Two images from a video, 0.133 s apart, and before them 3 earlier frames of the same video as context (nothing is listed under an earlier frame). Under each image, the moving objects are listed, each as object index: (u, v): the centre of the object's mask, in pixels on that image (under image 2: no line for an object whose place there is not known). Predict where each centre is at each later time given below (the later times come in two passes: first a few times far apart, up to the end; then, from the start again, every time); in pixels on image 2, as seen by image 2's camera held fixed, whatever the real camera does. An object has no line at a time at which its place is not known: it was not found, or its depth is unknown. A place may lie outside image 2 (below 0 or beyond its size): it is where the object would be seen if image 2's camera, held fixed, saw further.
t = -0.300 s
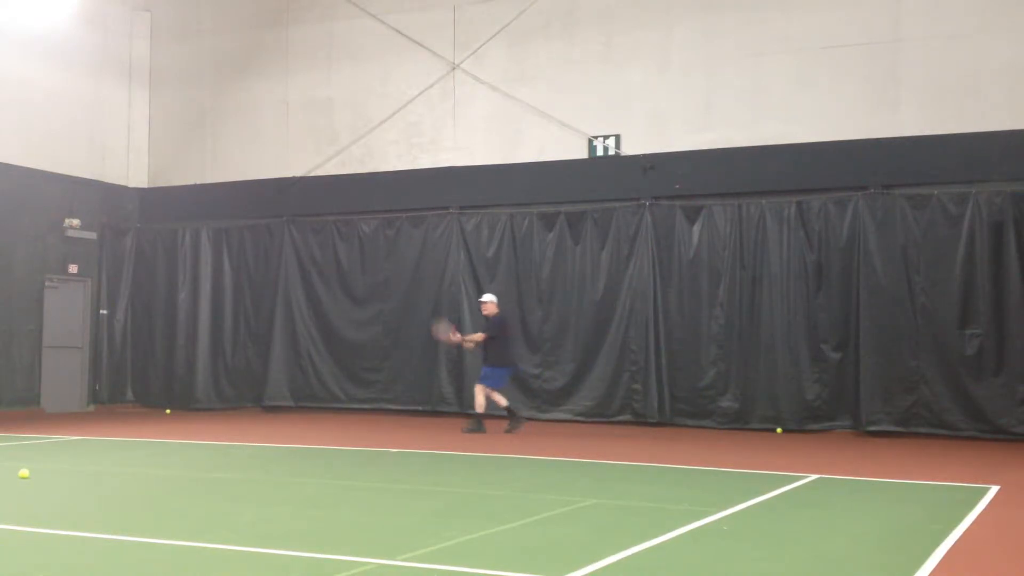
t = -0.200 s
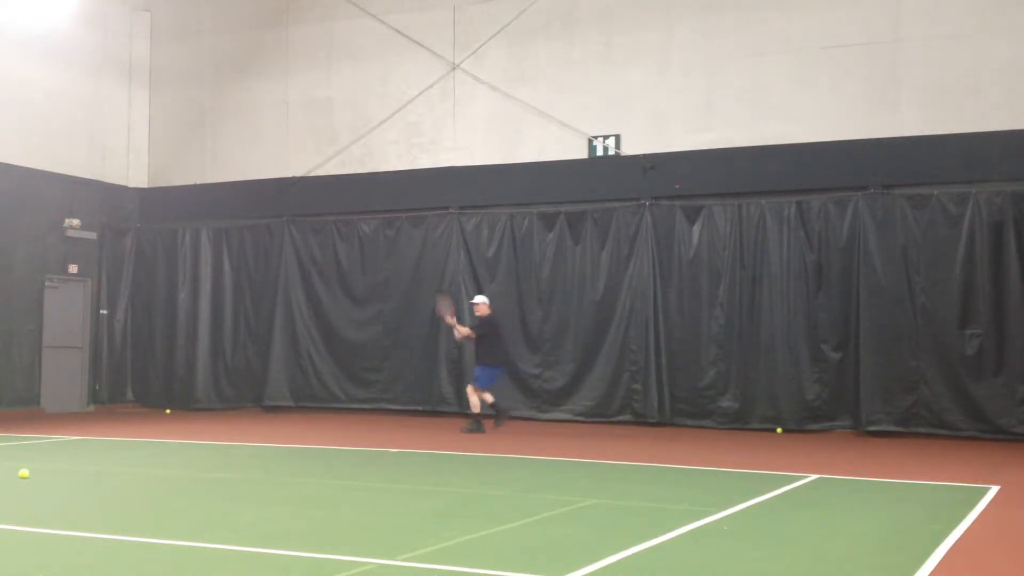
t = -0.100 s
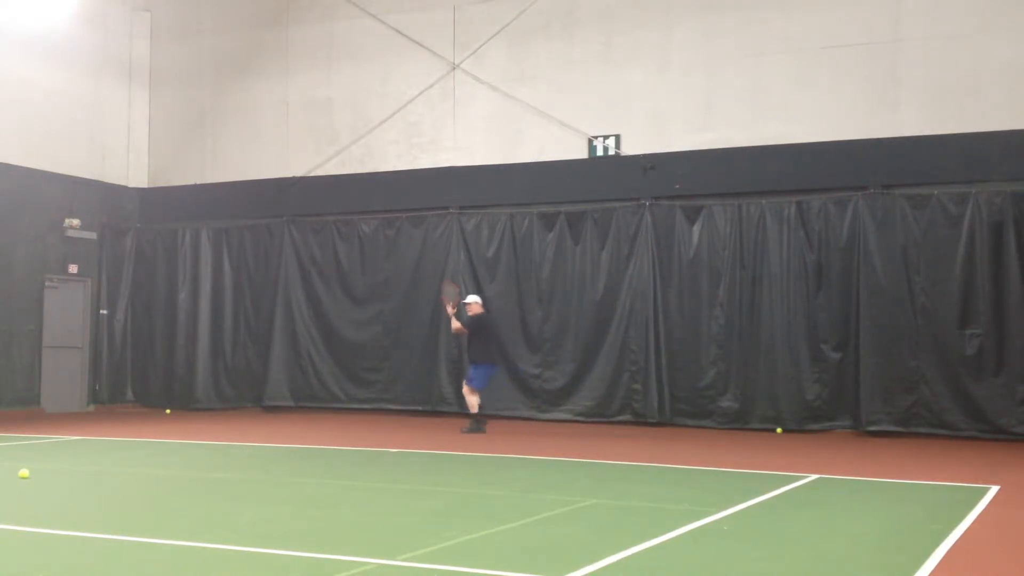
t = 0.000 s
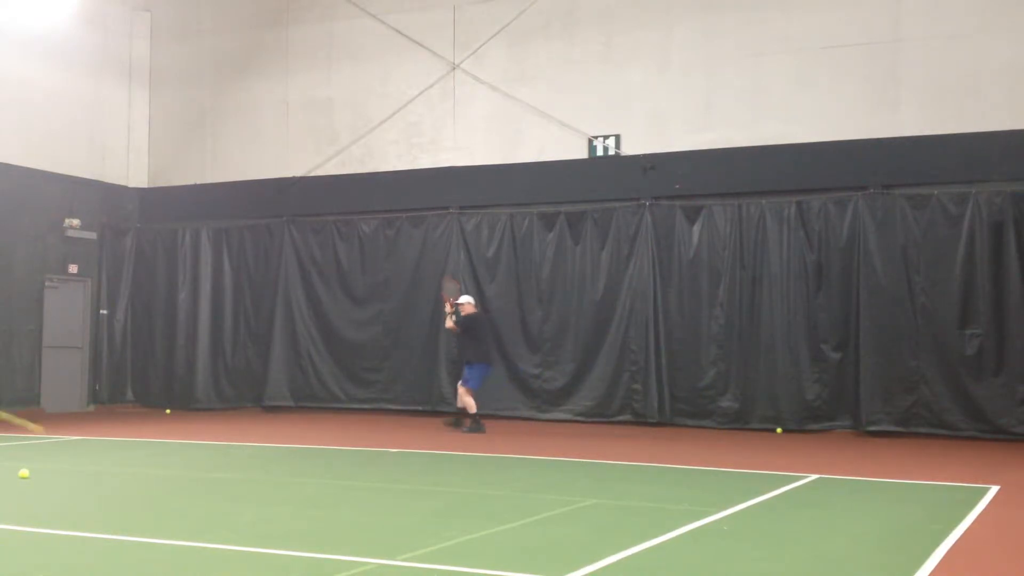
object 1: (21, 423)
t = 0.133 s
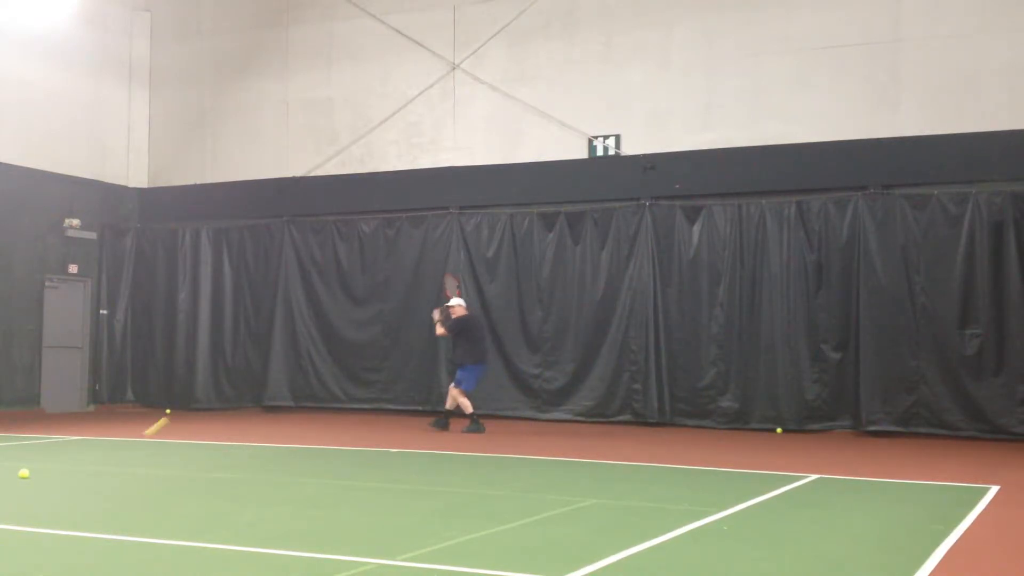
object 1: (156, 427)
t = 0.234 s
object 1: (214, 389)
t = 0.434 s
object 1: (305, 357)
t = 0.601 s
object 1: (364, 363)
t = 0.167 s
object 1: (177, 412)
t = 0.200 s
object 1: (196, 400)
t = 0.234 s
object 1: (214, 389)
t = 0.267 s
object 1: (231, 380)
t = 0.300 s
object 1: (248, 373)
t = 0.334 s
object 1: (263, 367)
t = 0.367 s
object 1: (278, 362)
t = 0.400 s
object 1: (292, 359)
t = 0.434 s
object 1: (305, 357)
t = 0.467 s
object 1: (318, 356)
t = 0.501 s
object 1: (330, 357)
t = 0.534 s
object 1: (342, 358)
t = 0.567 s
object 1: (353, 360)
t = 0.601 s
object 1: (364, 363)
